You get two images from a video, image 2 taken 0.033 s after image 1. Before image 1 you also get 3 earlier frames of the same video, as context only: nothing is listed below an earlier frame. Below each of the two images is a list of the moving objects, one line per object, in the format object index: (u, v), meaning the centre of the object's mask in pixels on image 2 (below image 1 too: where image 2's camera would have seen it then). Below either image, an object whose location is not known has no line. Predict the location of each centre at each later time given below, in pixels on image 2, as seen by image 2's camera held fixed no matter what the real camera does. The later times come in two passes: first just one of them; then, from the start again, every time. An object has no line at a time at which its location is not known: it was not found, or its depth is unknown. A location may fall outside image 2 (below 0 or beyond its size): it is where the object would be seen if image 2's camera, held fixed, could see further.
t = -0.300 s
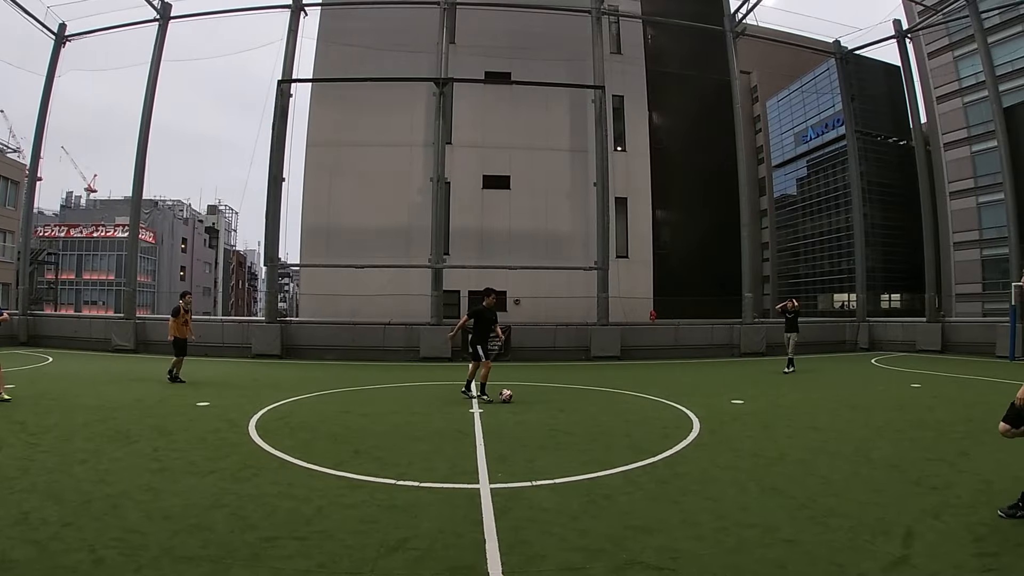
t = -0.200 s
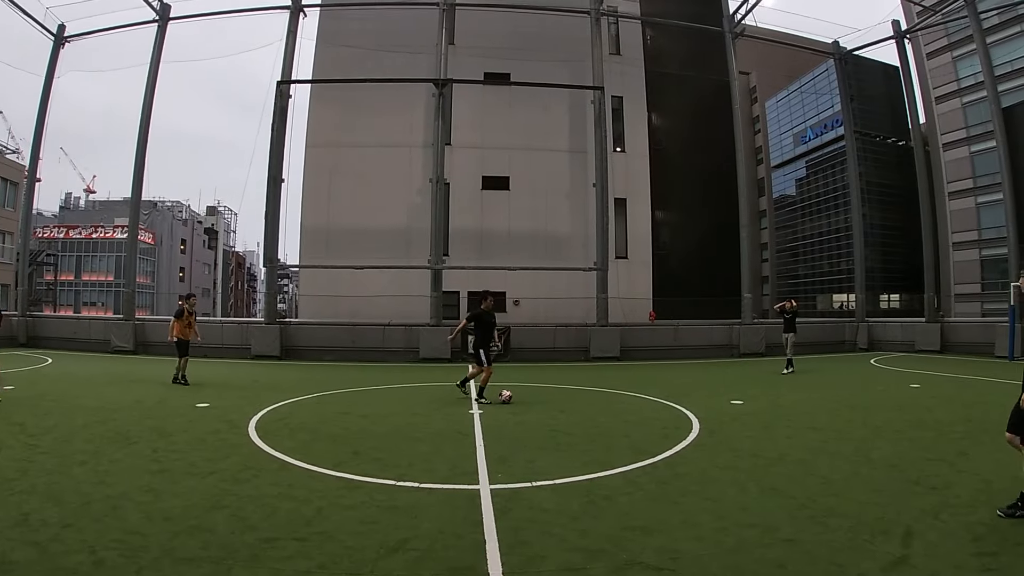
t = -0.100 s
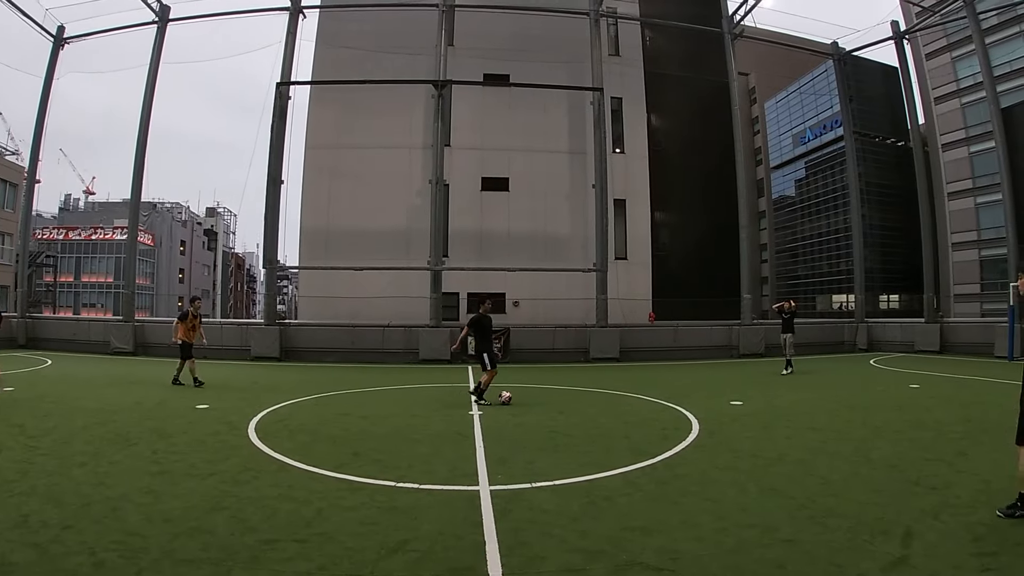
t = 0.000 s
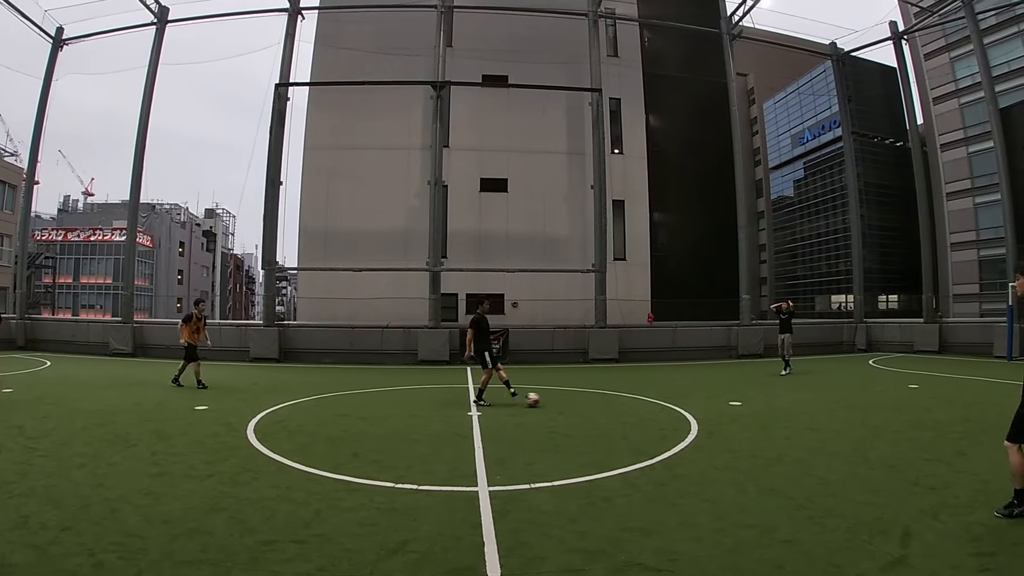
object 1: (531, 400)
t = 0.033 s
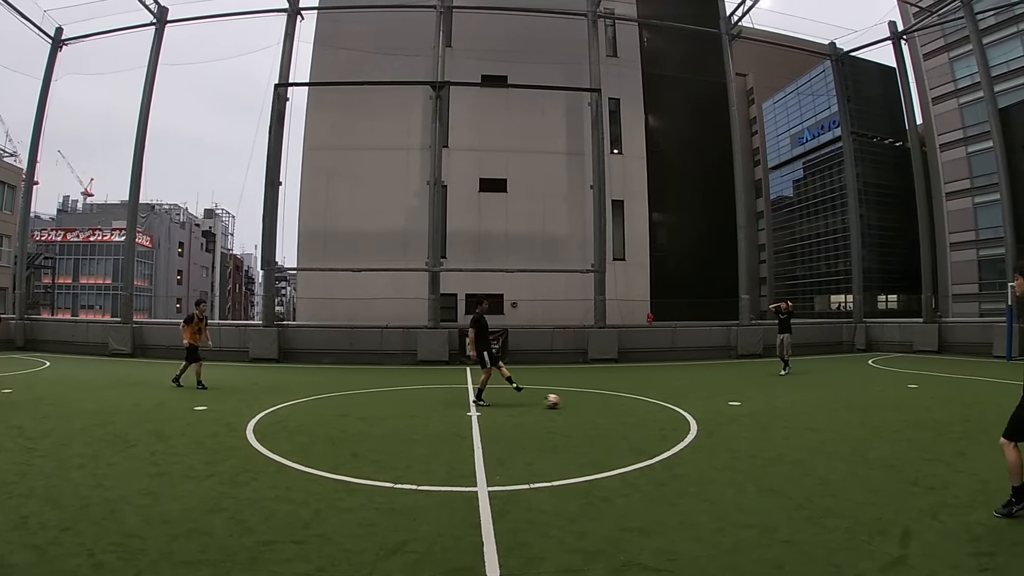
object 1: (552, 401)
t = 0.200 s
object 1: (658, 407)
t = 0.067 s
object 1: (572, 403)
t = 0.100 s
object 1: (593, 403)
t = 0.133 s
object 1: (614, 405)
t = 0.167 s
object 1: (637, 406)
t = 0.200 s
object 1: (658, 407)
